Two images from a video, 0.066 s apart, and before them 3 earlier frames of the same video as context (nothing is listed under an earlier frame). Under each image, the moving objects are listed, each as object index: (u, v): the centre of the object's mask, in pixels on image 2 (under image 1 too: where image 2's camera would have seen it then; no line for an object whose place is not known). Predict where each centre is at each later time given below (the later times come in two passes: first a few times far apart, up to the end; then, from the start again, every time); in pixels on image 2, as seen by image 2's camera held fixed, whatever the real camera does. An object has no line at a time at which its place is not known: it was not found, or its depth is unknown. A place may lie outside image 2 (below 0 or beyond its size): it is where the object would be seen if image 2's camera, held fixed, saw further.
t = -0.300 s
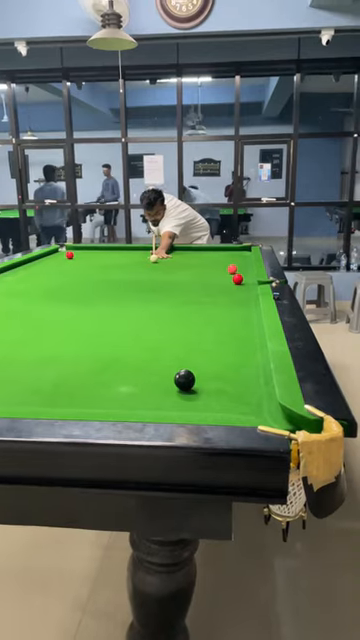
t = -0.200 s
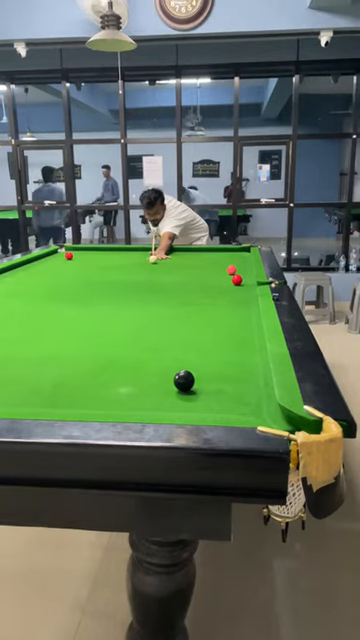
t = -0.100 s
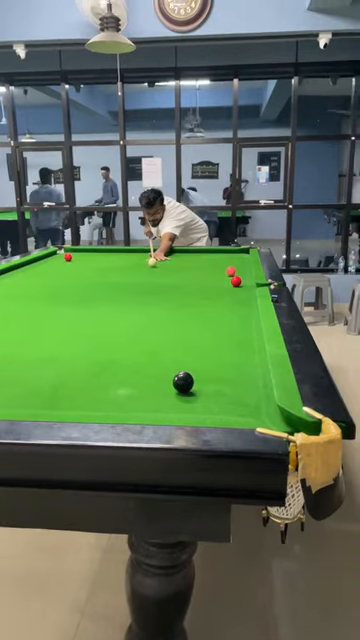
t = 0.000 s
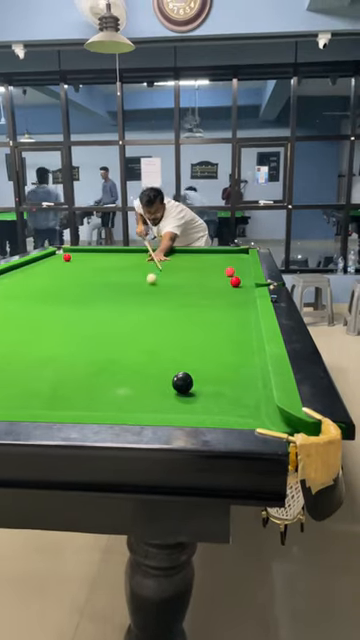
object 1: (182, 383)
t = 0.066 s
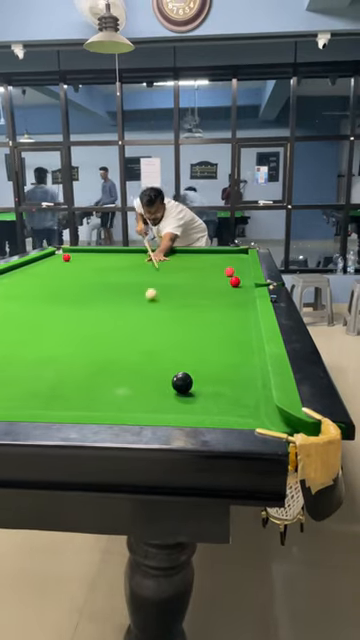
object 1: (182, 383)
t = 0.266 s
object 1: (182, 383)
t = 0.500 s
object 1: (208, 338)
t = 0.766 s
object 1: (233, 301)
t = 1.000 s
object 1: (246, 283)
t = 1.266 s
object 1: (240, 269)
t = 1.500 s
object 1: (235, 260)
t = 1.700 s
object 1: (231, 254)
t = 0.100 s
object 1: (182, 383)
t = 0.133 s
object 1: (182, 383)
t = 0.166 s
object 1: (182, 383)
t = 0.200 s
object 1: (182, 383)
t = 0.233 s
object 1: (182, 383)
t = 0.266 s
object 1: (182, 383)
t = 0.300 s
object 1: (182, 383)
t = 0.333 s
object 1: (183, 382)
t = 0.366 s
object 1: (191, 373)
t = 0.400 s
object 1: (197, 358)
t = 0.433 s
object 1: (201, 349)
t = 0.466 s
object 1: (204, 343)
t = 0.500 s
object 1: (208, 338)
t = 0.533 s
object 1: (212, 332)
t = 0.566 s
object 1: (216, 327)
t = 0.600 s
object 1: (220, 321)
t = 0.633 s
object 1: (223, 316)
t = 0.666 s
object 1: (226, 312)
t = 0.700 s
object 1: (228, 308)
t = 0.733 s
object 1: (231, 304)
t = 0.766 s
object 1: (233, 301)
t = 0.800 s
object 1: (235, 298)
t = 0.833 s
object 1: (237, 295)
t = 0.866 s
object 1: (239, 292)
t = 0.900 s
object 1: (241, 290)
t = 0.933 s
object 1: (243, 287)
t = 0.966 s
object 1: (244, 285)
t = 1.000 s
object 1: (246, 283)
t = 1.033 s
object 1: (247, 281)
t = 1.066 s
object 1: (246, 279)
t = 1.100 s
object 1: (245, 277)
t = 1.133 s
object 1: (244, 275)
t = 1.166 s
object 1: (243, 273)
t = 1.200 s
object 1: (242, 272)
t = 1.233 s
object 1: (241, 270)
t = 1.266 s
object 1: (240, 269)
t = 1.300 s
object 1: (239, 267)
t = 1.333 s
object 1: (238, 266)
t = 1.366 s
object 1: (237, 264)
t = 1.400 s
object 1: (237, 263)
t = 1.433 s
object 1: (236, 262)
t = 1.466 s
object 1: (235, 261)
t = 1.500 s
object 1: (235, 260)
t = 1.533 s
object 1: (234, 259)
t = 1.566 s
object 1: (233, 258)
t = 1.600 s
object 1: (233, 256)
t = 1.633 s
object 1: (232, 255)
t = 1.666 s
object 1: (232, 255)
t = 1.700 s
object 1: (231, 254)
